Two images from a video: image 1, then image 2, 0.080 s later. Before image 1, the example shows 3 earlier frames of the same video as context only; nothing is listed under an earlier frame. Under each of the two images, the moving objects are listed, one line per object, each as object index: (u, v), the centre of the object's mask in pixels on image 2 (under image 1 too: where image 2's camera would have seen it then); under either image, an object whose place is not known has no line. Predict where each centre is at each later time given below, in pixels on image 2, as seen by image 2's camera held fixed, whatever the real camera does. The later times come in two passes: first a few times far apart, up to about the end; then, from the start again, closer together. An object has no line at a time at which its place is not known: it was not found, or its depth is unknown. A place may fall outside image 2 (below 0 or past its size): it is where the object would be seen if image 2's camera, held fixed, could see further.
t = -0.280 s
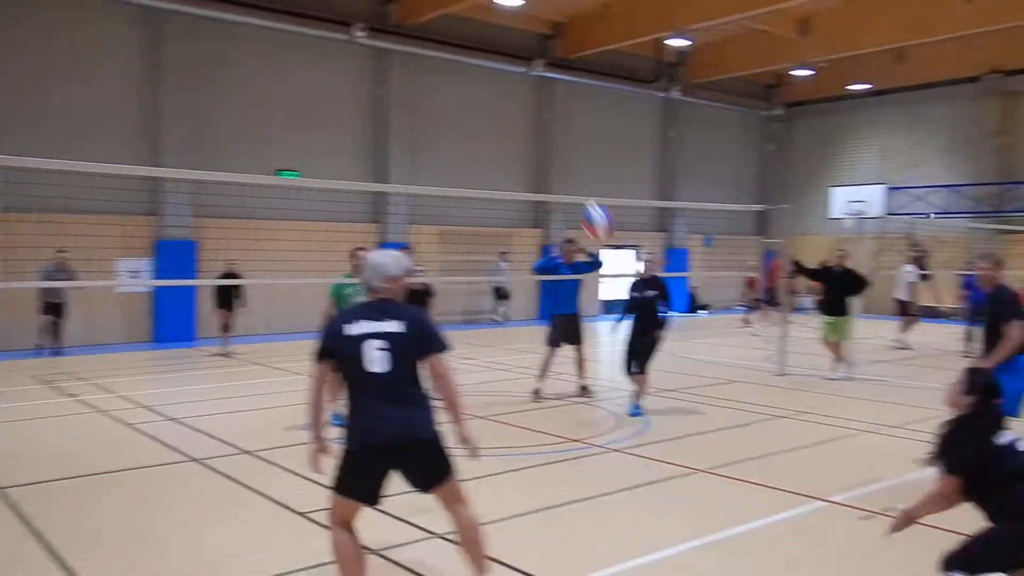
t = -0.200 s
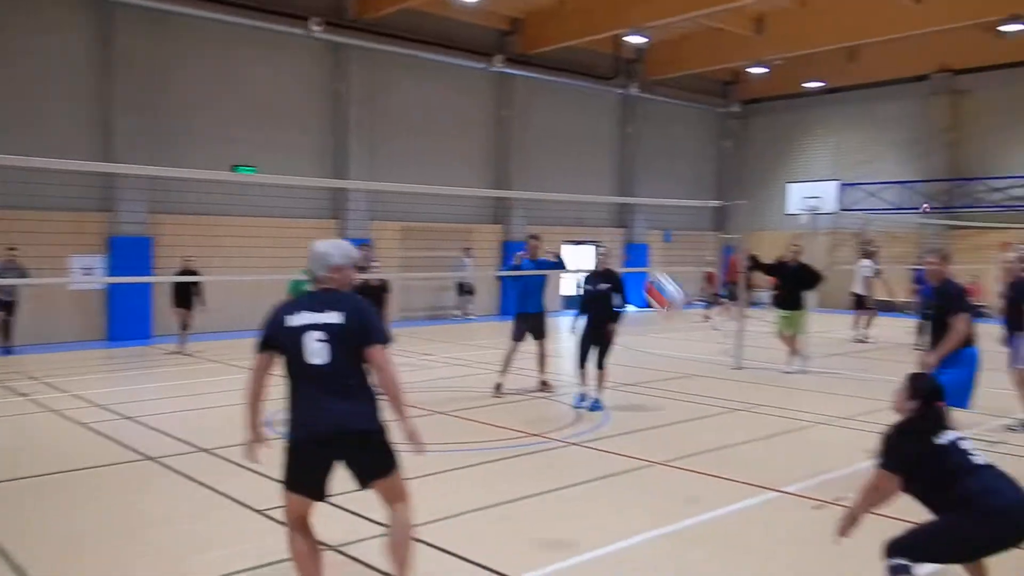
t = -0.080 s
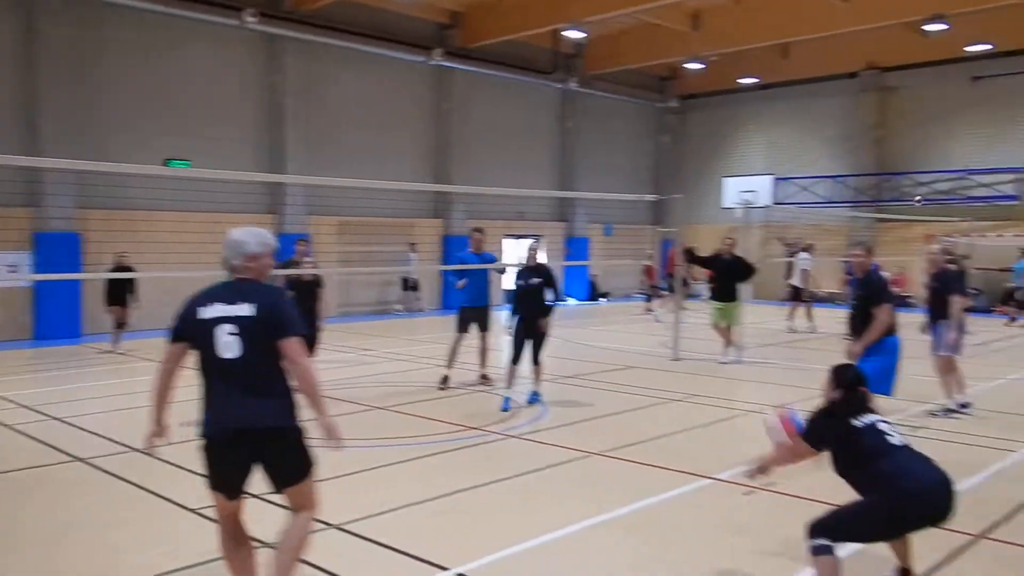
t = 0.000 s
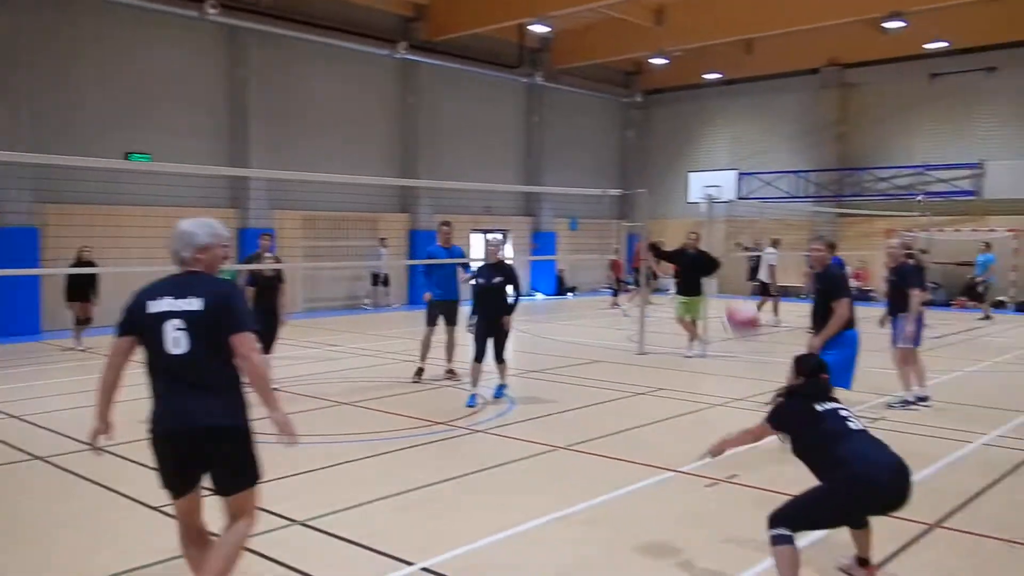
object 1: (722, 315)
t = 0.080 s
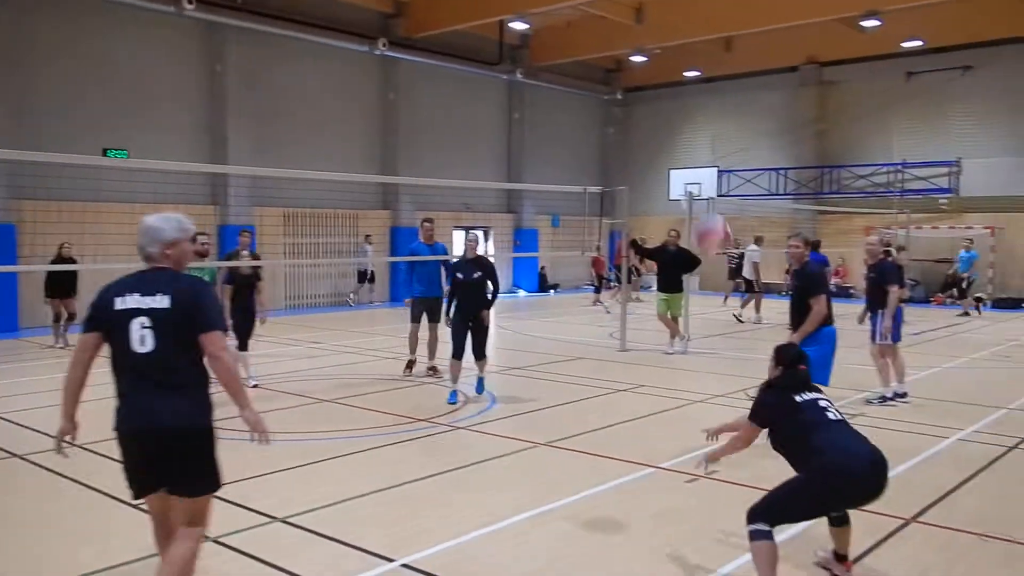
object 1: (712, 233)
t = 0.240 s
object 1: (699, 120)
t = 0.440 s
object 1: (687, 50)
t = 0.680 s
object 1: (676, 45)
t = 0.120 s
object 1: (708, 200)
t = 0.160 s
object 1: (704, 170)
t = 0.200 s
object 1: (700, 141)
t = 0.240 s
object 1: (699, 120)
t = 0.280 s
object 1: (695, 101)
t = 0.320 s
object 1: (693, 83)
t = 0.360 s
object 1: (688, 70)
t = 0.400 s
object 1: (689, 57)
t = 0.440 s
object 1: (687, 50)
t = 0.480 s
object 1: (684, 44)
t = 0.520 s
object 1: (681, 40)
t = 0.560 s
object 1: (679, 38)
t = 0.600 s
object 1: (678, 38)
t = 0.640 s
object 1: (678, 40)
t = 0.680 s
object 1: (676, 45)
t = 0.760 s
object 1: (669, 58)
